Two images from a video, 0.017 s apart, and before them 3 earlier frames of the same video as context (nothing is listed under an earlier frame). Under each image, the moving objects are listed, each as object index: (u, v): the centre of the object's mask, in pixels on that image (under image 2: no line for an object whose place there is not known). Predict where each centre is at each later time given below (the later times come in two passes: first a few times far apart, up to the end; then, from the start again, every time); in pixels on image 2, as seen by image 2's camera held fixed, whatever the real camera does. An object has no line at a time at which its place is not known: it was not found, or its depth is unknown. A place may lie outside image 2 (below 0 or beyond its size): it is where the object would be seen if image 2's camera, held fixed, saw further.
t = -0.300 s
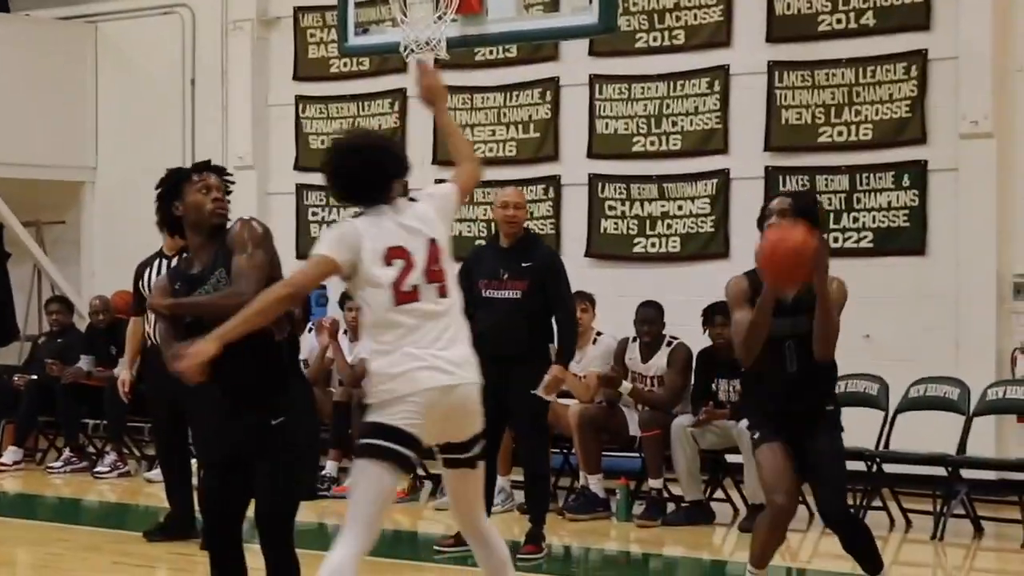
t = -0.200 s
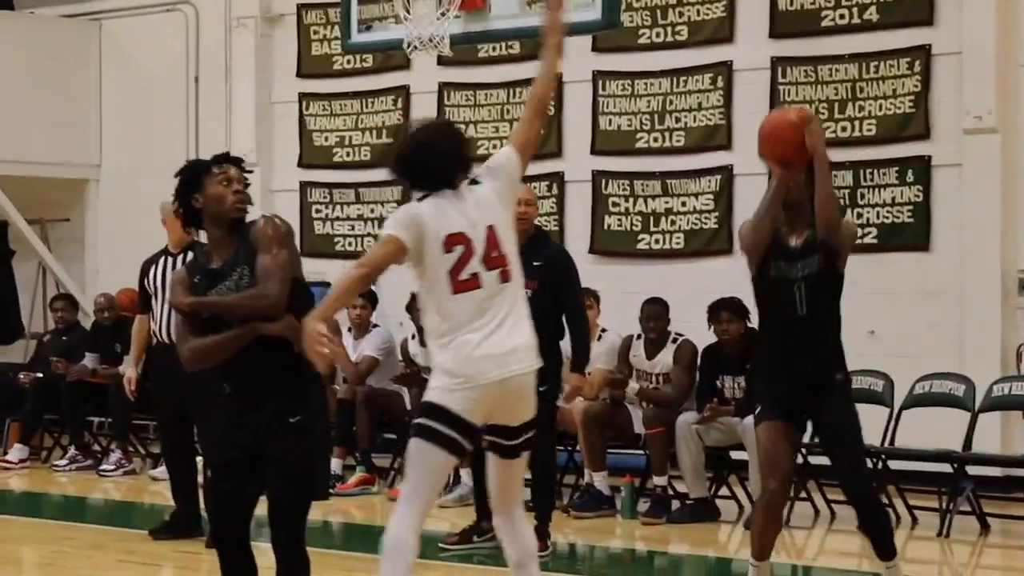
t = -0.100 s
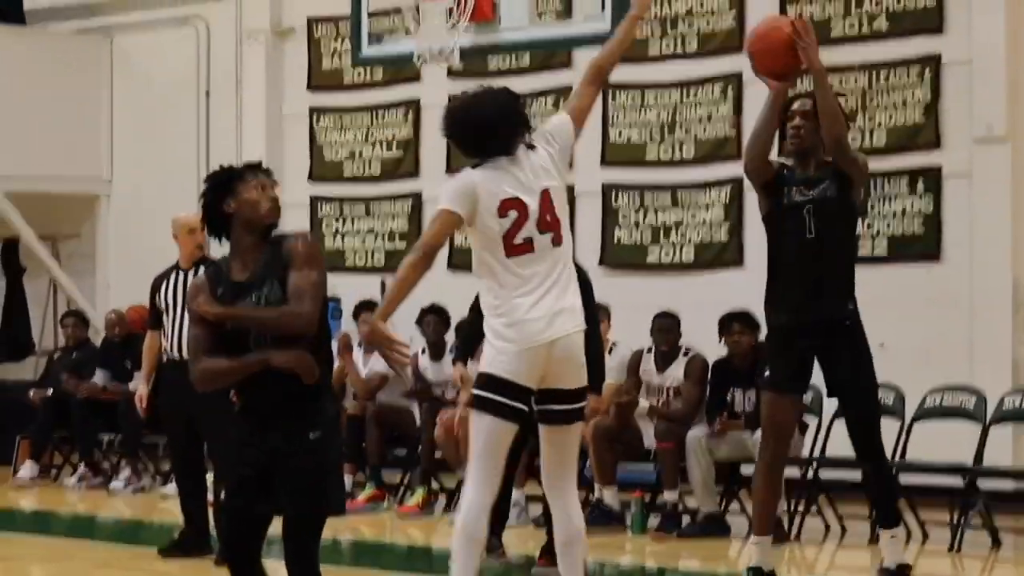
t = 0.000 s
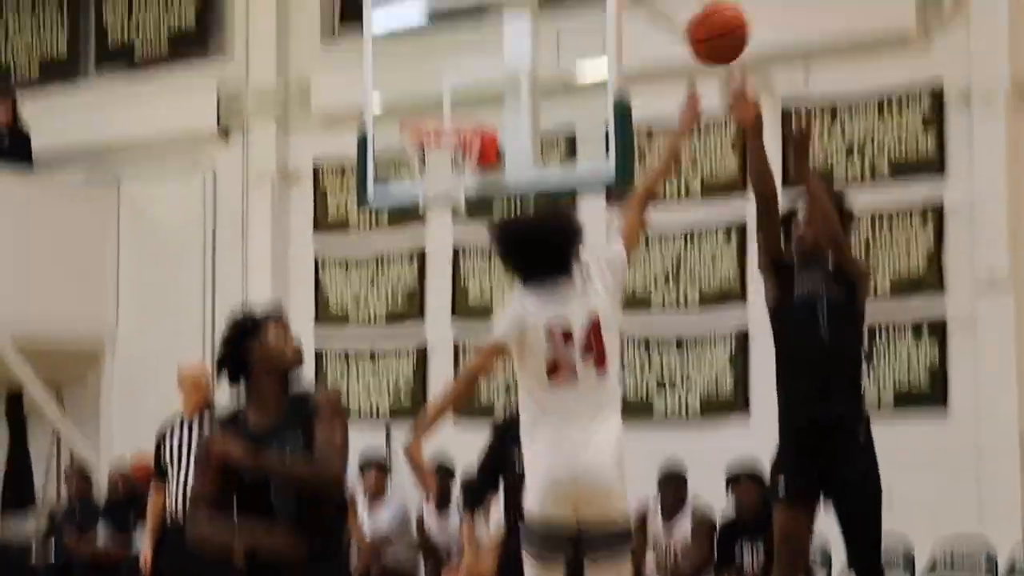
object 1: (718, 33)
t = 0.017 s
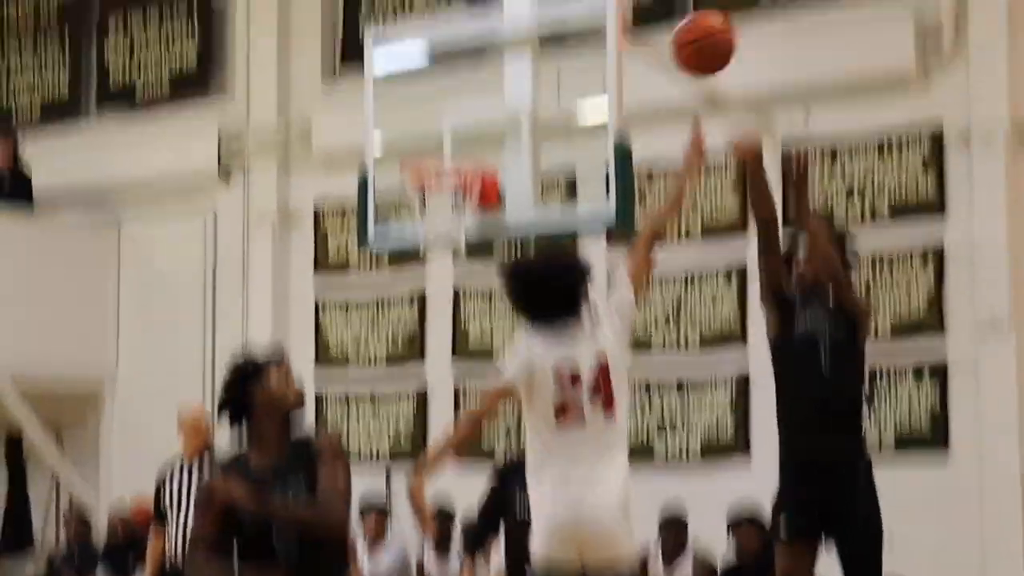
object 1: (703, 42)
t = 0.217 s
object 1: (504, -304)
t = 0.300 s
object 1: (401, -445)
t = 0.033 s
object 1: (690, 10)
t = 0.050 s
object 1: (674, -18)
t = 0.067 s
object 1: (660, -45)
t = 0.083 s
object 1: (644, -76)
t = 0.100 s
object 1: (628, -105)
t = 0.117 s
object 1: (610, -132)
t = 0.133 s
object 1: (593, -162)
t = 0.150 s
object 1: (576, -192)
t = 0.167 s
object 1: (560, -219)
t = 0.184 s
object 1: (541, -245)
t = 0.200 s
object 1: (523, -274)
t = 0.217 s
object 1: (504, -304)
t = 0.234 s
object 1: (485, -334)
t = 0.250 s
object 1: (464, -362)
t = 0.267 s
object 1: (443, -390)
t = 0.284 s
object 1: (423, -418)
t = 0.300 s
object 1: (401, -445)
